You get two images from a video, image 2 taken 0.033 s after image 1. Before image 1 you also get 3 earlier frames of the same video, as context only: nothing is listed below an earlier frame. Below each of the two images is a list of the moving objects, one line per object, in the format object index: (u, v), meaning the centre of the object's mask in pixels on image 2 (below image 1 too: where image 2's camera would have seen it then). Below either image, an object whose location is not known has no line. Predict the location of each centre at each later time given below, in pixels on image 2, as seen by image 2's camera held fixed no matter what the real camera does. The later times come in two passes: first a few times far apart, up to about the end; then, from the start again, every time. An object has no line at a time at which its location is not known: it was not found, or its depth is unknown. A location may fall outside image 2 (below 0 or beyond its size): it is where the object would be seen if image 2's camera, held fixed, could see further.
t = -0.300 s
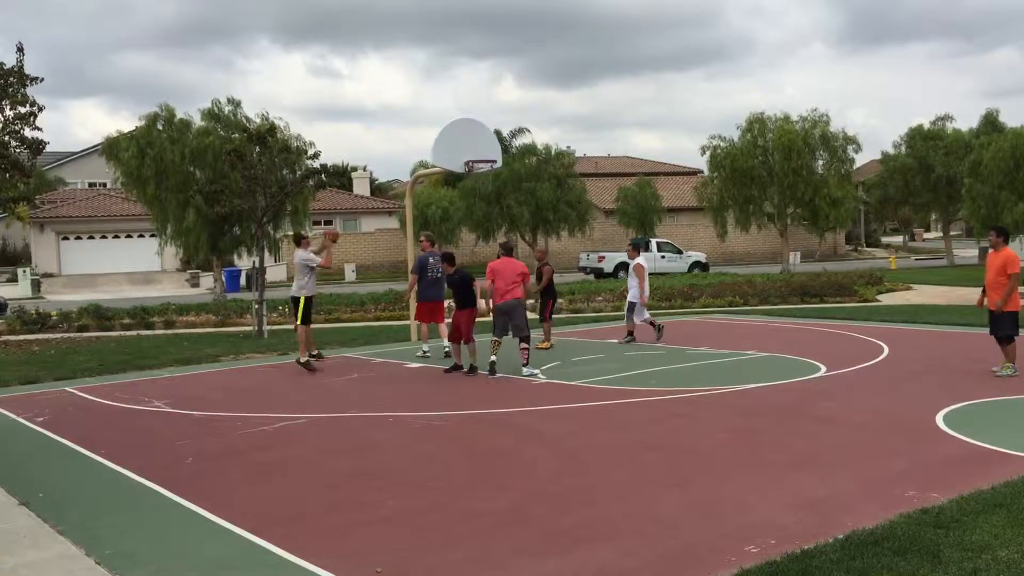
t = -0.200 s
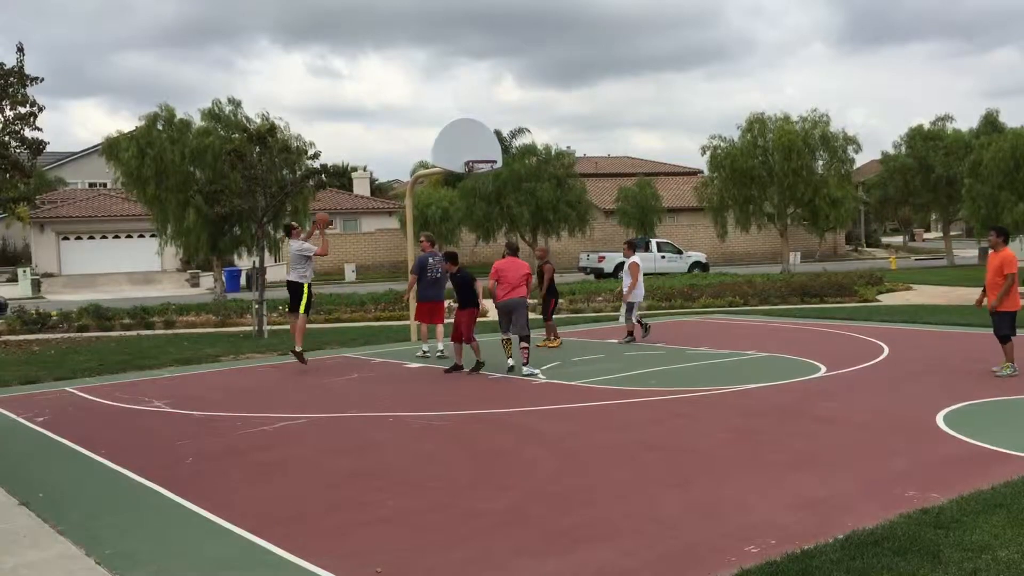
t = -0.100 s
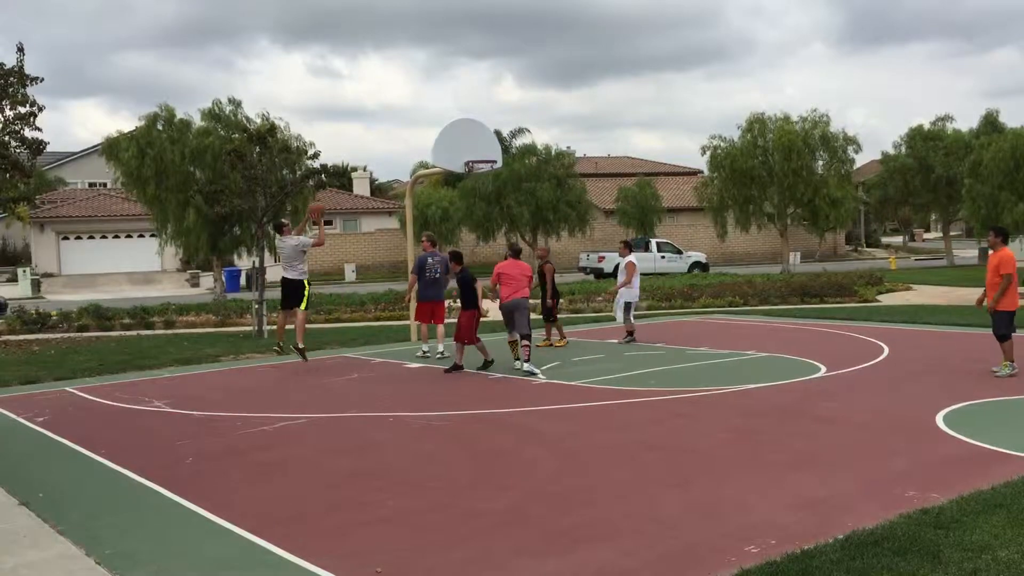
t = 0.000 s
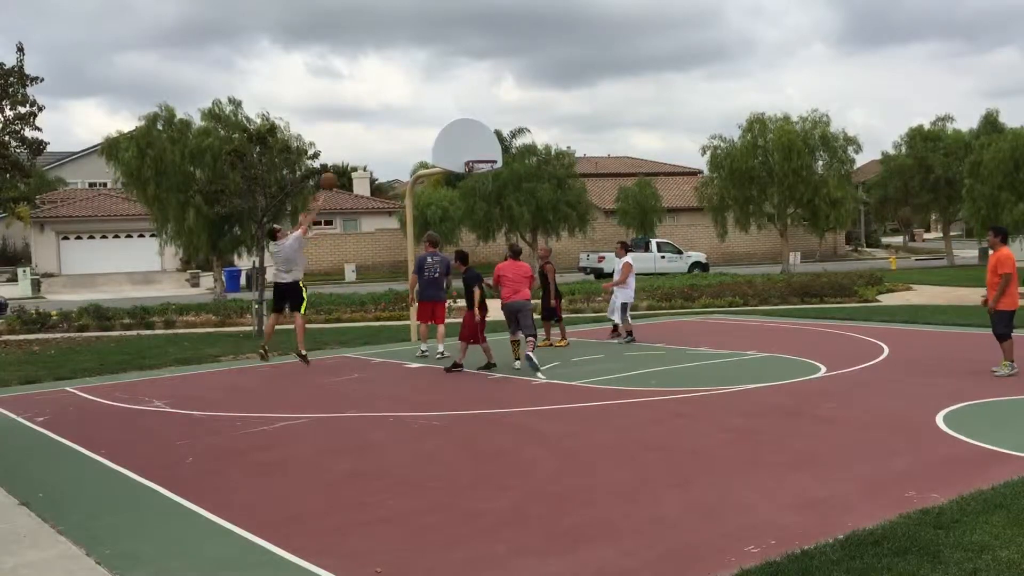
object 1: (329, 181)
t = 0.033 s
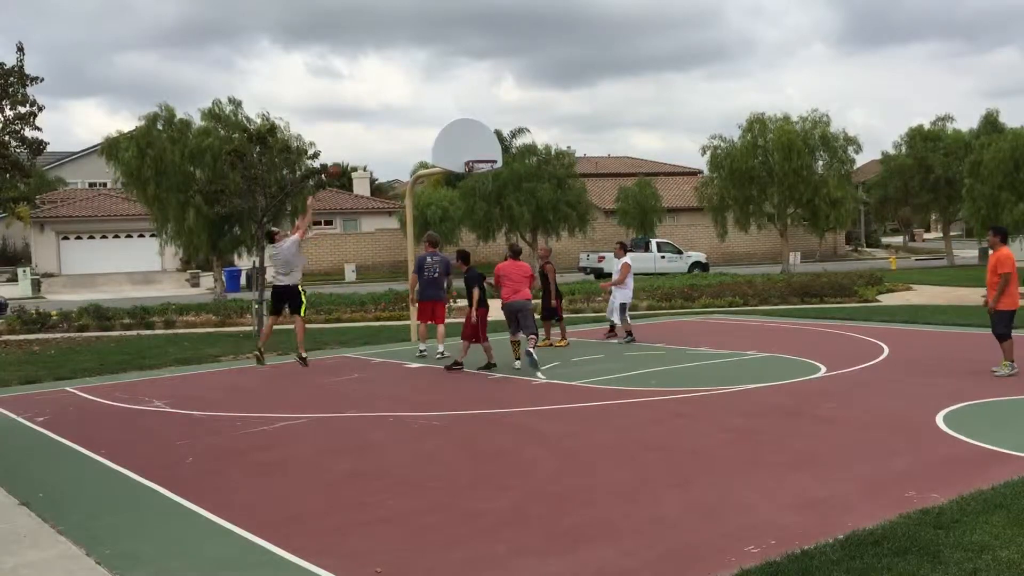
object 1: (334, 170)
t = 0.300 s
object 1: (392, 118)
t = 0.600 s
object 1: (452, 117)
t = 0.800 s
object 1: (490, 147)
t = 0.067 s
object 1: (343, 162)
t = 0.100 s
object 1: (350, 153)
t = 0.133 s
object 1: (357, 145)
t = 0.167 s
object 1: (364, 138)
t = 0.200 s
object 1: (371, 131)
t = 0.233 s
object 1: (378, 126)
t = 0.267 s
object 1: (385, 121)
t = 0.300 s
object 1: (392, 118)
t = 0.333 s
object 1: (399, 115)
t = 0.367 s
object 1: (406, 113)
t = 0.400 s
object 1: (413, 111)
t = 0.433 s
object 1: (419, 110)
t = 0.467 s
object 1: (426, 110)
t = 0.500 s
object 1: (433, 111)
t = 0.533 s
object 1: (439, 112)
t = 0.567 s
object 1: (446, 114)
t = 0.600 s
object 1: (452, 117)
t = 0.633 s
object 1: (458, 120)
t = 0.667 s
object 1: (465, 124)
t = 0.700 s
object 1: (471, 129)
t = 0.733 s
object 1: (477, 134)
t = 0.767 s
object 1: (484, 140)
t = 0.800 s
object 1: (490, 147)
